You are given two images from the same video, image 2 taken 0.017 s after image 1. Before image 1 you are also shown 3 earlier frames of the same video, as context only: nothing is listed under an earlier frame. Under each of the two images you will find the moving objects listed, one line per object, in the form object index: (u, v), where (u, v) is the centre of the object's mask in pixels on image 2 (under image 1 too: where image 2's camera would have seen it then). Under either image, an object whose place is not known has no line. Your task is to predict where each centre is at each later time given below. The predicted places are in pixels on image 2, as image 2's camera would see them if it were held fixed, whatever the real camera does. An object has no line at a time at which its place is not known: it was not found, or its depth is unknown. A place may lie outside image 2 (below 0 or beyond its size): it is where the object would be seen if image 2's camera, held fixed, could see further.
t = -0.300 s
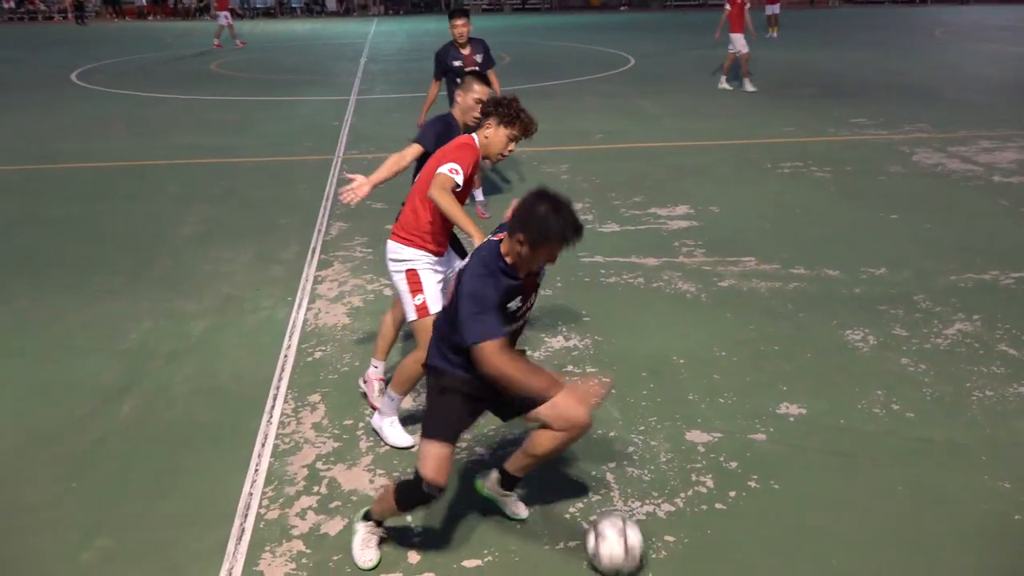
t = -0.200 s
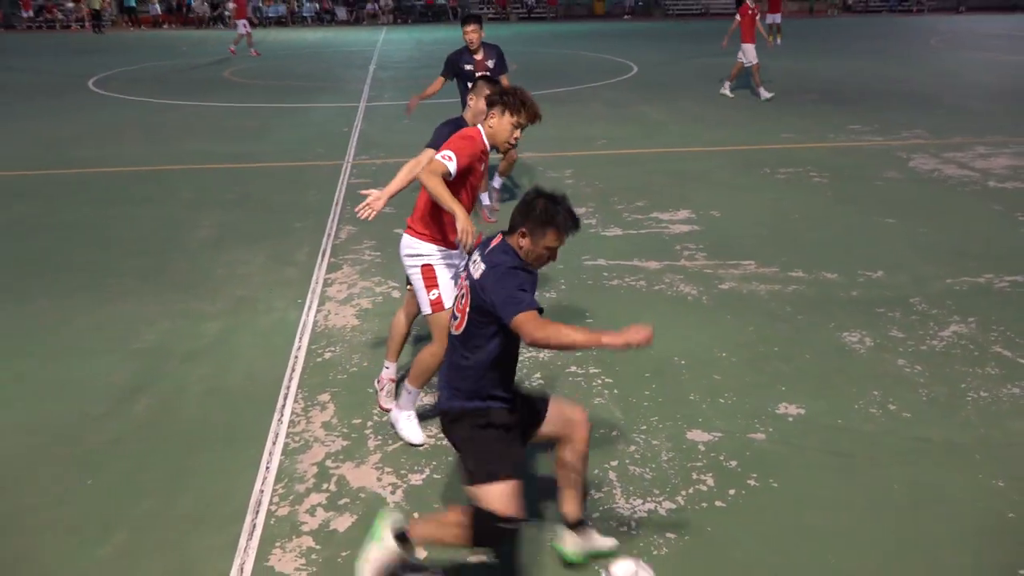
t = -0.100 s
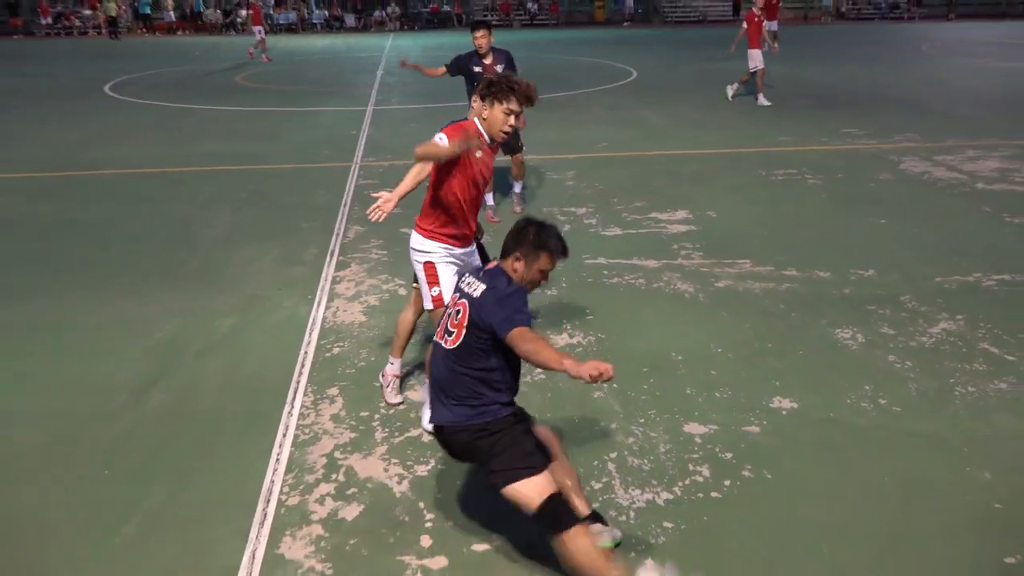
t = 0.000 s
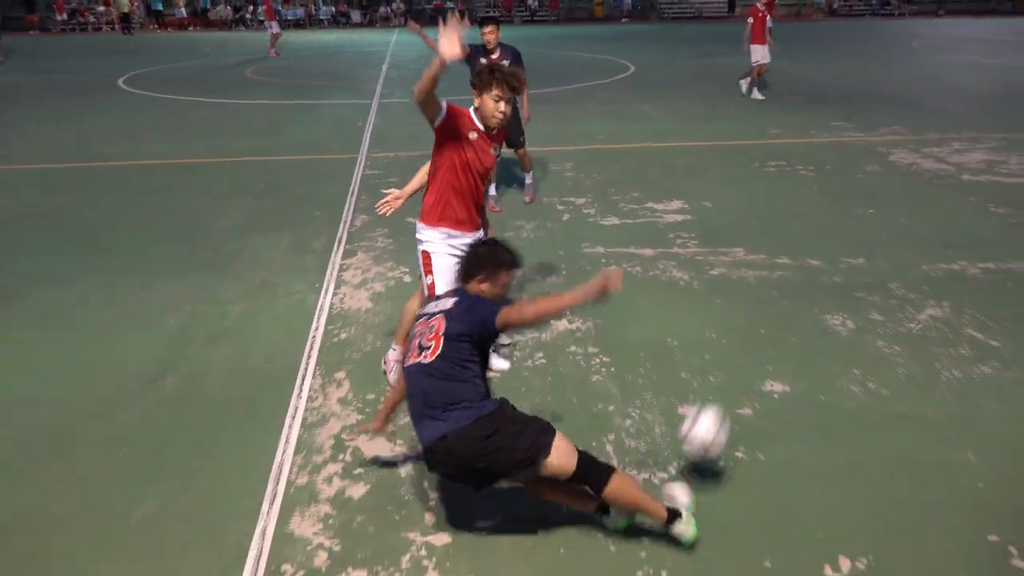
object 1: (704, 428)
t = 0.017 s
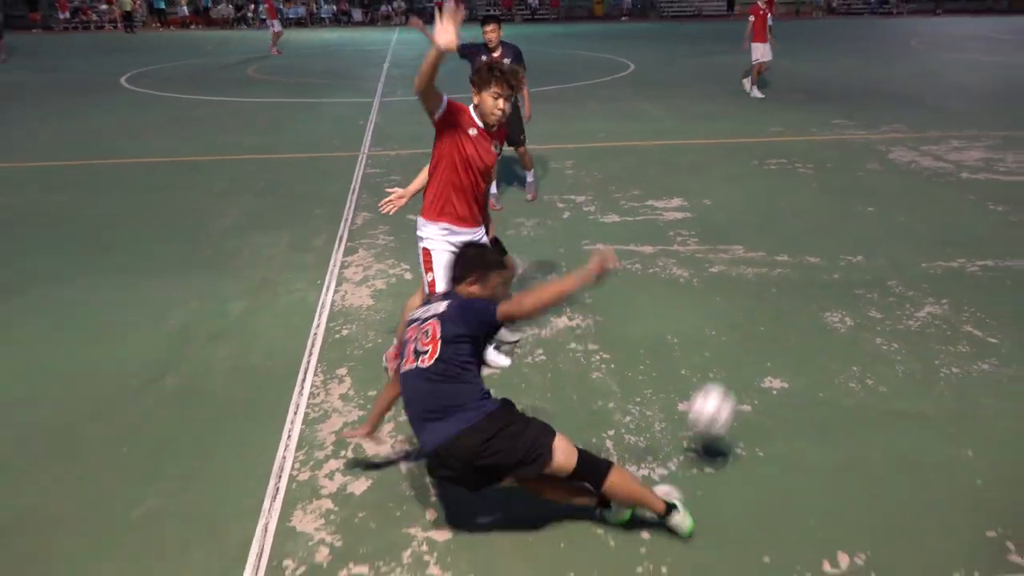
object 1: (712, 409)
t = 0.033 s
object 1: (717, 395)
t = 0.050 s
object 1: (724, 380)
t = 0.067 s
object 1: (731, 364)
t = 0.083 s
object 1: (737, 353)
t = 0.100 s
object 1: (742, 343)
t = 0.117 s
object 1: (747, 333)
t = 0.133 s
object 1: (752, 324)
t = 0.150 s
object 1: (756, 316)
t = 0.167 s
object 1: (761, 308)
